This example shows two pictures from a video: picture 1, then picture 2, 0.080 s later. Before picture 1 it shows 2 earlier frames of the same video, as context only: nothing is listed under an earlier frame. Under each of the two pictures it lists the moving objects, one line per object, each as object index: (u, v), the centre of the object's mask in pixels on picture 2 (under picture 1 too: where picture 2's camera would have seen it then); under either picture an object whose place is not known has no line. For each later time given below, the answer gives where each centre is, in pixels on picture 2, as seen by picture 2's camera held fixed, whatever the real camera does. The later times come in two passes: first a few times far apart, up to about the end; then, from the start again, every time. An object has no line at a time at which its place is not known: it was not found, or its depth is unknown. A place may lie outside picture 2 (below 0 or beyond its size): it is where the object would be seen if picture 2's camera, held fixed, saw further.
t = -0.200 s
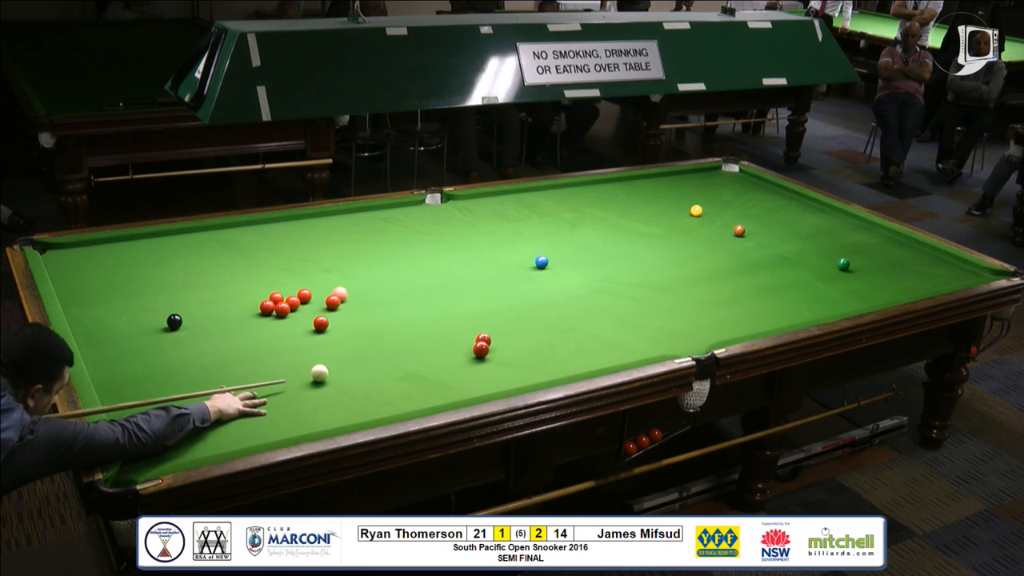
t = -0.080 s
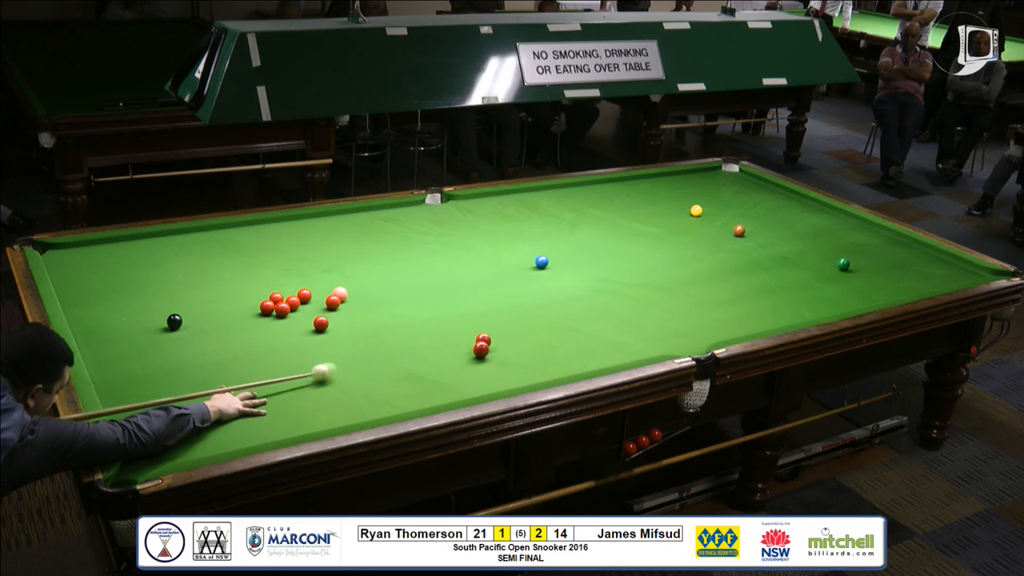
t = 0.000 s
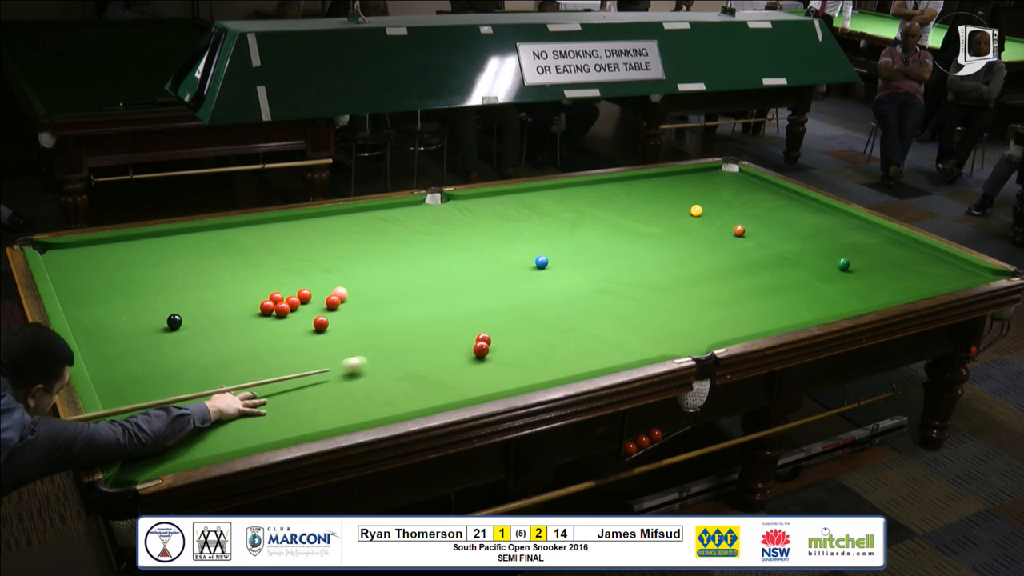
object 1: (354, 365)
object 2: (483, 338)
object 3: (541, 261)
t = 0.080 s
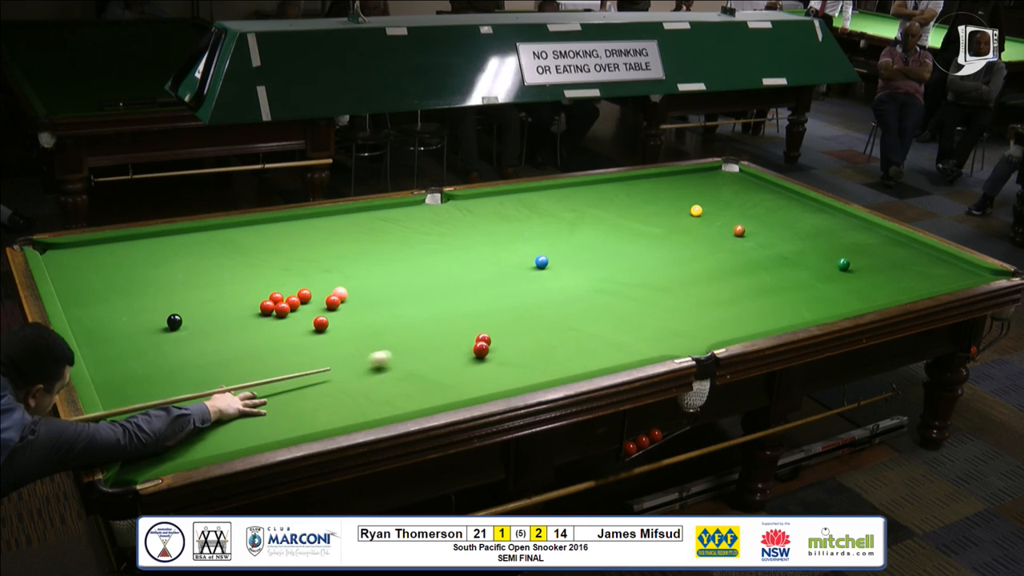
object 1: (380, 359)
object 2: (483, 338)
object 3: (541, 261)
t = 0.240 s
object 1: (424, 349)
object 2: (483, 338)
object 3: (541, 261)
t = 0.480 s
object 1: (470, 335)
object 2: (497, 342)
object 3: (541, 261)
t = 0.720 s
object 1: (486, 320)
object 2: (531, 344)
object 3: (541, 261)
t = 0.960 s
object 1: (500, 307)
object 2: (563, 346)
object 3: (541, 261)
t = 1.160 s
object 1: (510, 297)
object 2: (588, 348)
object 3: (541, 261)
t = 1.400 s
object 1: (522, 286)
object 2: (616, 349)
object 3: (541, 261)
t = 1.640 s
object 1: (533, 276)
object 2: (642, 350)
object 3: (541, 261)
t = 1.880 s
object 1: (543, 267)
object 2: (667, 349)
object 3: (540, 258)
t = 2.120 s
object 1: (553, 265)
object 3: (540, 257)
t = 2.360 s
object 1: (562, 264)
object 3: (538, 253)
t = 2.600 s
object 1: (569, 263)
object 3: (536, 250)
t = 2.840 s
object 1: (576, 263)
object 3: (533, 246)
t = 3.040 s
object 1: (580, 262)
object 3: (531, 245)
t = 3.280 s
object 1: (584, 262)
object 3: (528, 243)
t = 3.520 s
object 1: (586, 262)
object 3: (527, 241)
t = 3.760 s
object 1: (586, 262)
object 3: (526, 240)
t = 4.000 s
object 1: (586, 262)
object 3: (525, 240)
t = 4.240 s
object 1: (586, 262)
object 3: (525, 240)
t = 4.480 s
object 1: (586, 262)
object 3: (525, 240)
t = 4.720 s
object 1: (586, 262)
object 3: (527, 241)
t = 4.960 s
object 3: (525, 240)
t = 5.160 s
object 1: (586, 262)
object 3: (526, 240)
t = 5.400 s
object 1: (586, 262)
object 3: (525, 240)
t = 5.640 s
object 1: (586, 262)
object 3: (525, 240)
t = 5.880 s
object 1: (586, 262)
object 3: (525, 240)
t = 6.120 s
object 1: (586, 262)
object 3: (525, 240)
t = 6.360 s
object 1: (586, 262)
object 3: (525, 240)
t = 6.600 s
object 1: (586, 262)
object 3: (525, 240)
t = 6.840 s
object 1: (586, 262)
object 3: (525, 240)
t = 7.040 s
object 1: (586, 262)
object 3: (525, 240)
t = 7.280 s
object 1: (586, 262)
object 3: (525, 240)
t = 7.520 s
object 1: (586, 262)
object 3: (525, 240)
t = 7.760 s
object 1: (586, 262)
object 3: (525, 240)
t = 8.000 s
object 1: (586, 262)
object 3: (525, 240)
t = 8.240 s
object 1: (586, 262)
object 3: (525, 240)
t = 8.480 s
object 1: (586, 262)
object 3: (525, 240)
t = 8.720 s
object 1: (586, 262)
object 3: (525, 240)
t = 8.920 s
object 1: (586, 262)
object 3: (525, 240)
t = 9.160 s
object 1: (586, 262)
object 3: (525, 240)
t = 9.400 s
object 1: (586, 262)
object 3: (525, 240)
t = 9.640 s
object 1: (586, 262)
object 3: (525, 240)
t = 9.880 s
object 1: (586, 262)
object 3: (525, 240)
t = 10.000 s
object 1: (586, 262)
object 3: (525, 240)
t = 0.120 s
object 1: (391, 356)
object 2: (483, 339)
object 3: (541, 261)
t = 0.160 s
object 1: (402, 354)
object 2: (483, 338)
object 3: (541, 261)
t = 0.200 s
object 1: (413, 351)
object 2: (483, 338)
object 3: (541, 261)
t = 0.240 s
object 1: (424, 349)
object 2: (483, 338)
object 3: (541, 261)
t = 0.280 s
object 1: (434, 347)
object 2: (483, 338)
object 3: (541, 261)
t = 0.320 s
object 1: (444, 344)
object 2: (483, 338)
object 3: (541, 261)
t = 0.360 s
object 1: (455, 342)
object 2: (483, 338)
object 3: (541, 261)
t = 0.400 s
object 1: (464, 340)
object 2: (483, 339)
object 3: (541, 261)
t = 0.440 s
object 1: (468, 337)
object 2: (490, 341)
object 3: (541, 261)
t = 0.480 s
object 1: (470, 335)
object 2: (497, 342)
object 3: (541, 261)
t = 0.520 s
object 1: (472, 332)
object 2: (503, 343)
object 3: (541, 261)
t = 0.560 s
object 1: (475, 330)
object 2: (509, 343)
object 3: (541, 261)
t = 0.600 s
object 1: (478, 327)
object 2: (515, 343)
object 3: (541, 261)
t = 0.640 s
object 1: (480, 325)
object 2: (520, 343)
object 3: (541, 261)
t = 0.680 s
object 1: (483, 322)
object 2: (526, 344)
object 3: (541, 261)
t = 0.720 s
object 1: (486, 320)
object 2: (531, 344)
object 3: (541, 261)
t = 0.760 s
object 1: (488, 318)
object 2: (537, 345)
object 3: (541, 261)
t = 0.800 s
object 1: (490, 315)
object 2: (542, 345)
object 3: (541, 261)
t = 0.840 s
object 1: (493, 313)
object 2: (547, 345)
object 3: (541, 261)
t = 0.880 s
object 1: (495, 311)
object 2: (553, 345)
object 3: (541, 261)
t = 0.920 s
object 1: (498, 309)
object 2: (558, 346)
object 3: (541, 261)
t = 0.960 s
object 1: (500, 307)
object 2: (563, 346)
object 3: (541, 261)
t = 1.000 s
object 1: (502, 305)
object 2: (568, 346)
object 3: (541, 261)
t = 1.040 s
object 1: (504, 303)
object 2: (573, 347)
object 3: (541, 261)
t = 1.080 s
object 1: (506, 301)
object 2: (578, 347)
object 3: (541, 261)
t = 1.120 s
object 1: (508, 299)
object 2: (583, 347)
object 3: (541, 261)
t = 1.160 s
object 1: (510, 297)
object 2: (588, 348)
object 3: (541, 261)
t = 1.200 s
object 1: (512, 295)
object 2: (593, 348)
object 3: (541, 261)
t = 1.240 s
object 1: (514, 293)
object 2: (598, 348)
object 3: (541, 261)
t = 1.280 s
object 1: (516, 291)
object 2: (602, 348)
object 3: (541, 261)
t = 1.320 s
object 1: (518, 290)
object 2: (607, 348)
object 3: (541, 261)
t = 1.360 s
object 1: (520, 288)
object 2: (612, 349)
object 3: (541, 261)
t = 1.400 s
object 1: (522, 286)
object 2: (616, 349)
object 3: (541, 261)
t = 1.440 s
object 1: (524, 284)
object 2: (621, 349)
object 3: (541, 261)
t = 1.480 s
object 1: (526, 283)
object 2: (625, 349)
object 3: (541, 261)
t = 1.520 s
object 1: (528, 281)
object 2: (629, 349)
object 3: (541, 261)
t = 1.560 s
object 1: (529, 279)
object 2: (634, 350)
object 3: (541, 261)
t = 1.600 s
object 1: (531, 278)
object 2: (638, 350)
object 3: (541, 261)
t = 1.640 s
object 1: (533, 276)
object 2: (642, 350)
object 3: (541, 261)
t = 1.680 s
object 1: (535, 275)
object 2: (646, 350)
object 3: (541, 261)
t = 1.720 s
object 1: (536, 273)
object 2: (651, 350)
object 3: (541, 261)
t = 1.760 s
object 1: (538, 272)
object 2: (655, 350)
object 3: (542, 260)
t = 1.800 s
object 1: (540, 270)
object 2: (659, 349)
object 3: (542, 259)
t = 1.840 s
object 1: (541, 269)
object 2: (663, 349)
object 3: (541, 259)
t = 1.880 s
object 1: (543, 267)
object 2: (667, 349)
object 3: (540, 258)
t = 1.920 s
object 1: (545, 267)
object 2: (671, 350)
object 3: (540, 259)
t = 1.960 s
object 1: (547, 267)
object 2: (675, 350)
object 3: (539, 258)
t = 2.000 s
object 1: (548, 266)
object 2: (679, 350)
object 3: (540, 258)
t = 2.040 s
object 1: (550, 266)
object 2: (683, 351)
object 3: (540, 258)
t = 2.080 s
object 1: (552, 266)
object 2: (686, 351)
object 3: (540, 258)
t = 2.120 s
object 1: (553, 265)
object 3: (540, 257)
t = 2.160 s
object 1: (555, 265)
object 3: (539, 256)
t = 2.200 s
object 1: (557, 265)
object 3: (539, 255)
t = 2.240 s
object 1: (558, 265)
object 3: (539, 255)
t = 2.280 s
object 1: (559, 265)
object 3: (538, 254)
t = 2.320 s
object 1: (561, 264)
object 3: (538, 253)
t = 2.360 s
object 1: (562, 264)
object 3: (538, 253)
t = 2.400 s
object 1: (563, 264)
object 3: (537, 252)
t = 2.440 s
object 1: (565, 264)
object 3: (537, 252)
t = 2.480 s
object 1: (566, 264)
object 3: (537, 251)
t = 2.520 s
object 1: (567, 264)
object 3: (536, 250)
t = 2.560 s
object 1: (569, 264)
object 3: (536, 250)
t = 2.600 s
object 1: (569, 263)
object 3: (536, 250)
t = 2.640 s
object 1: (571, 263)
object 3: (535, 249)
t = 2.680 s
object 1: (572, 263)
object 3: (535, 248)
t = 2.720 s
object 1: (573, 263)
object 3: (534, 248)
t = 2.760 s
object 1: (574, 263)
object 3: (534, 248)
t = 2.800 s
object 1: (575, 263)
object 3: (533, 247)
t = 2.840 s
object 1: (576, 263)
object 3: (533, 246)
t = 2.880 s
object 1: (577, 263)
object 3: (533, 246)
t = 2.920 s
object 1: (577, 263)
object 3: (532, 246)
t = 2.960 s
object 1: (578, 263)
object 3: (532, 245)
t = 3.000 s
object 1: (579, 263)
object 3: (531, 245)
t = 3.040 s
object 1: (580, 262)
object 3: (531, 245)
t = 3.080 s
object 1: (581, 262)
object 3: (530, 244)
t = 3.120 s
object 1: (581, 262)
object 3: (530, 244)
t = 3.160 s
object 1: (582, 262)
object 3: (530, 243)
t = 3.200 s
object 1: (582, 262)
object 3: (529, 243)
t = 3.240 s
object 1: (583, 262)
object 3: (529, 243)
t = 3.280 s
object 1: (584, 262)
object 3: (528, 243)
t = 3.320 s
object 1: (584, 262)
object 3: (528, 242)
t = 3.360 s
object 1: (585, 262)
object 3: (528, 242)
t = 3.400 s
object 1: (585, 262)
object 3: (528, 242)
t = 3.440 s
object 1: (585, 262)
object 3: (527, 242)
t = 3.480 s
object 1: (586, 262)
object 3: (527, 242)
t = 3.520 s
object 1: (586, 262)
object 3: (527, 241)
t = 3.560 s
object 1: (586, 262)
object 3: (527, 241)
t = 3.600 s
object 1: (586, 262)
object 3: (526, 241)
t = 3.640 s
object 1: (586, 262)
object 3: (526, 241)
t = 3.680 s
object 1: (586, 262)
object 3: (526, 241)
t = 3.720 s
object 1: (586, 262)
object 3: (526, 240)
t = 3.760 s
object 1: (586, 262)
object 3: (526, 240)
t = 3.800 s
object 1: (586, 262)
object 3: (526, 240)
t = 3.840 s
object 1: (586, 262)
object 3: (525, 240)
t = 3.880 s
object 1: (586, 262)
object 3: (525, 240)
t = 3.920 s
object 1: (586, 262)
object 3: (525, 240)
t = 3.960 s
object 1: (586, 262)
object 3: (525, 240)
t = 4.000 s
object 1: (586, 262)
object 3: (525, 240)
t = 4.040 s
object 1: (586, 262)
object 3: (525, 240)
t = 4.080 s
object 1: (586, 262)
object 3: (525, 240)
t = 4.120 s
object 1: (586, 262)
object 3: (525, 240)
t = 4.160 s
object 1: (586, 262)
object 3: (525, 240)
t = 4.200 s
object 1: (586, 262)
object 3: (525, 240)
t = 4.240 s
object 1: (586, 262)
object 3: (525, 240)
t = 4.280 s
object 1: (586, 262)
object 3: (525, 240)
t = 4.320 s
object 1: (586, 262)
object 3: (525, 240)
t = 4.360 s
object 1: (586, 262)
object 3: (525, 240)
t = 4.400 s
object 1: (586, 262)
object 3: (525, 240)
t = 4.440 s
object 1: (586, 262)
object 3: (525, 240)
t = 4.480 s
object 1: (586, 262)
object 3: (525, 240)
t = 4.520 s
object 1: (586, 262)
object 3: (525, 240)
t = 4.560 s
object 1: (586, 262)
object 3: (525, 240)
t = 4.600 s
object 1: (586, 262)
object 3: (525, 240)
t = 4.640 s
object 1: (586, 262)
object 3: (525, 240)
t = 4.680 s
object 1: (586, 262)
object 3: (525, 240)
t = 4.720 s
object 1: (586, 262)
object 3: (527, 241)
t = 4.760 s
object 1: (586, 262)
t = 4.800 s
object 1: (586, 262)
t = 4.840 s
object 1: (586, 262)
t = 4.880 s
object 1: (586, 262)
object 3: (524, 240)
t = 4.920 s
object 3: (525, 240)
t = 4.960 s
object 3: (525, 240)
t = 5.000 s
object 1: (586, 261)
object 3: (526, 240)
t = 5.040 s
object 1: (586, 262)
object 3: (526, 240)
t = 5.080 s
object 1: (586, 262)
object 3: (525, 240)
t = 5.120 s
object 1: (586, 262)
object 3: (525, 240)
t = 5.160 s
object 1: (586, 262)
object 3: (526, 240)
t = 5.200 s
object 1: (586, 262)
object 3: (525, 240)
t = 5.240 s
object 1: (586, 262)
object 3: (525, 240)
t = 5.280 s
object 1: (586, 262)
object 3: (525, 240)
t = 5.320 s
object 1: (586, 262)
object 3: (525, 240)
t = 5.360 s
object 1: (586, 262)
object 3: (525, 240)
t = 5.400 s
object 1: (586, 262)
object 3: (525, 240)
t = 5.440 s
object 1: (586, 262)
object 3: (525, 240)
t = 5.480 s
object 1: (586, 262)
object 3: (525, 240)
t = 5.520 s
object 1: (586, 262)
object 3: (525, 240)
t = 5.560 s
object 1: (586, 262)
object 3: (525, 240)
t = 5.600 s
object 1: (586, 262)
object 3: (525, 240)
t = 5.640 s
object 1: (586, 262)
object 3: (525, 240)
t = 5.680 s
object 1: (586, 262)
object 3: (525, 240)
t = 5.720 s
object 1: (586, 262)
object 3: (525, 240)
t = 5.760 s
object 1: (586, 262)
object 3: (525, 240)
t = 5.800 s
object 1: (586, 262)
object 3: (525, 240)
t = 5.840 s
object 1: (586, 262)
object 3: (525, 240)
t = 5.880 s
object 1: (586, 262)
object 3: (525, 240)
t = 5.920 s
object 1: (586, 262)
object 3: (525, 240)
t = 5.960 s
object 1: (586, 262)
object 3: (525, 240)
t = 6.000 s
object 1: (586, 262)
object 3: (525, 240)
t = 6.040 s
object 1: (586, 262)
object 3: (525, 240)
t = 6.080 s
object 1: (586, 262)
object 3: (525, 240)
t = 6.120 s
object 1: (586, 262)
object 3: (525, 240)
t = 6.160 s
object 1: (586, 262)
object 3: (525, 240)
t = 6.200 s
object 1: (586, 262)
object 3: (525, 240)
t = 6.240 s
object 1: (586, 262)
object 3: (525, 240)
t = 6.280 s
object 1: (586, 262)
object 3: (525, 240)
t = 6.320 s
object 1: (586, 262)
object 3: (525, 240)
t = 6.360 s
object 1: (586, 262)
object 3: (525, 240)
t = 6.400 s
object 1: (586, 262)
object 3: (525, 240)
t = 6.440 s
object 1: (586, 262)
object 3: (525, 240)
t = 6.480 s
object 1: (586, 262)
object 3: (525, 240)
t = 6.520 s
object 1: (586, 262)
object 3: (525, 240)
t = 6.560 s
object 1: (586, 262)
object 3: (525, 240)
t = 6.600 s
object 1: (586, 262)
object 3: (525, 240)
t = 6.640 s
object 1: (586, 262)
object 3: (525, 240)
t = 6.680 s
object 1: (586, 262)
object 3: (525, 240)
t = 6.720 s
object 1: (586, 262)
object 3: (525, 240)
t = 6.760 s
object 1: (586, 262)
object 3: (525, 240)
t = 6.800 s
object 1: (586, 262)
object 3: (525, 240)
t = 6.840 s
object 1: (586, 262)
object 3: (525, 240)
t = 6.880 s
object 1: (586, 262)
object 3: (525, 240)
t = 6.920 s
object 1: (586, 262)
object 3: (525, 240)
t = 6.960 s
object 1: (586, 262)
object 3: (525, 240)
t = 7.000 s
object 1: (586, 262)
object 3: (525, 240)
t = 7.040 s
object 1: (586, 262)
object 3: (525, 240)
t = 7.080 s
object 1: (586, 262)
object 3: (525, 240)
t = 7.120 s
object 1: (586, 262)
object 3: (525, 240)
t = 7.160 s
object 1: (586, 262)
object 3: (525, 240)
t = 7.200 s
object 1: (586, 262)
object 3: (525, 240)
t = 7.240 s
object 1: (586, 262)
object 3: (525, 240)
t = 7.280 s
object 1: (586, 262)
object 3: (525, 240)
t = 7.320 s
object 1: (586, 262)
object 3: (525, 240)
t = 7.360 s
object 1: (586, 262)
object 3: (525, 240)
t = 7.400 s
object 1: (586, 262)
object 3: (525, 240)
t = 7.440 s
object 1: (586, 262)
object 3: (525, 240)
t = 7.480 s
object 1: (586, 262)
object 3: (525, 240)
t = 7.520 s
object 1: (586, 262)
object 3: (525, 240)
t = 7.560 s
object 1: (586, 262)
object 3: (525, 240)
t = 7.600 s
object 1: (586, 262)
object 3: (525, 240)
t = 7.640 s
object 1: (586, 262)
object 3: (525, 240)
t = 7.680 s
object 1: (586, 262)
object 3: (525, 240)
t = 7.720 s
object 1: (586, 262)
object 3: (525, 240)
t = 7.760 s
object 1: (586, 262)
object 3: (525, 240)
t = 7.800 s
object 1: (586, 262)
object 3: (525, 240)
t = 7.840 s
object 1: (586, 262)
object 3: (525, 240)
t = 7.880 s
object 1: (586, 262)
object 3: (525, 240)
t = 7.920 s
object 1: (586, 262)
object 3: (525, 240)
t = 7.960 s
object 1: (586, 262)
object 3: (525, 240)
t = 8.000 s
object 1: (586, 262)
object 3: (525, 240)
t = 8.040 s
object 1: (586, 262)
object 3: (525, 240)
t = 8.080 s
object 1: (586, 262)
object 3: (525, 240)
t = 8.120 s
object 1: (586, 262)
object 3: (525, 240)
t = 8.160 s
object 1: (586, 262)
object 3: (525, 240)
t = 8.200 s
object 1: (586, 262)
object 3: (525, 240)
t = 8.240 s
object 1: (586, 262)
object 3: (525, 240)
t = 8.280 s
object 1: (586, 262)
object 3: (525, 240)
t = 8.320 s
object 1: (586, 262)
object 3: (525, 240)
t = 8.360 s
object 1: (586, 262)
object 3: (525, 240)
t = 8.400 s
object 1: (586, 262)
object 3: (525, 240)
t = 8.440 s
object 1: (586, 262)
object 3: (525, 240)
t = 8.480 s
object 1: (586, 262)
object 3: (525, 240)
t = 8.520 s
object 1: (586, 262)
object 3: (525, 240)
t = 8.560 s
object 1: (586, 262)
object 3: (525, 240)
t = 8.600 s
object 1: (586, 262)
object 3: (525, 240)
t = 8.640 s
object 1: (586, 262)
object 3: (525, 240)
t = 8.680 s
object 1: (586, 262)
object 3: (525, 240)
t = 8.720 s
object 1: (586, 262)
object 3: (525, 240)
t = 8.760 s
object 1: (586, 262)
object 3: (525, 240)
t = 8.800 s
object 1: (586, 262)
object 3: (525, 240)
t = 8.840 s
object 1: (586, 262)
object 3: (525, 240)
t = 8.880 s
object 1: (586, 262)
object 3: (525, 240)
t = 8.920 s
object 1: (586, 262)
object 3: (525, 240)
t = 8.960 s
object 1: (586, 262)
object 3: (525, 240)
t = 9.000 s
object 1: (586, 262)
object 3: (525, 240)
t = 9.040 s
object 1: (586, 262)
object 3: (525, 240)
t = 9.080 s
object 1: (586, 262)
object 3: (525, 240)
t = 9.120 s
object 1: (586, 262)
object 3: (525, 240)
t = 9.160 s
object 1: (586, 262)
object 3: (525, 240)
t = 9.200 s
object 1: (586, 262)
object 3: (525, 240)
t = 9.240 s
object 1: (586, 262)
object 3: (525, 240)
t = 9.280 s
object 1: (586, 262)
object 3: (525, 240)
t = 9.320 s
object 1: (586, 262)
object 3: (525, 240)
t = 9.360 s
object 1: (586, 262)
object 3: (525, 240)
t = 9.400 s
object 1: (586, 262)
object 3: (525, 240)
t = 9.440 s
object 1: (586, 262)
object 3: (525, 240)
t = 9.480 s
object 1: (586, 262)
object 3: (525, 240)
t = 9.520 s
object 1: (586, 262)
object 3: (525, 240)
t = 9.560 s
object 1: (586, 262)
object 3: (525, 240)
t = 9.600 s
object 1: (586, 262)
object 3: (525, 240)
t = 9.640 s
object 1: (586, 262)
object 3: (525, 240)
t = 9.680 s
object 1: (586, 262)
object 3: (525, 240)
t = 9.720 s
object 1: (586, 262)
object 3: (525, 240)
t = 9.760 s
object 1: (586, 262)
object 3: (525, 240)
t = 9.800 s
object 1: (586, 262)
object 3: (525, 240)
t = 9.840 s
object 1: (586, 262)
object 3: (525, 240)
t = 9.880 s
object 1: (586, 262)
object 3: (525, 240)
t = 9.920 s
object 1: (586, 262)
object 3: (525, 240)
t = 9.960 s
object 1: (586, 262)
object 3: (525, 240)
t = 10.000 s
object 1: (586, 262)
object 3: (525, 240)
